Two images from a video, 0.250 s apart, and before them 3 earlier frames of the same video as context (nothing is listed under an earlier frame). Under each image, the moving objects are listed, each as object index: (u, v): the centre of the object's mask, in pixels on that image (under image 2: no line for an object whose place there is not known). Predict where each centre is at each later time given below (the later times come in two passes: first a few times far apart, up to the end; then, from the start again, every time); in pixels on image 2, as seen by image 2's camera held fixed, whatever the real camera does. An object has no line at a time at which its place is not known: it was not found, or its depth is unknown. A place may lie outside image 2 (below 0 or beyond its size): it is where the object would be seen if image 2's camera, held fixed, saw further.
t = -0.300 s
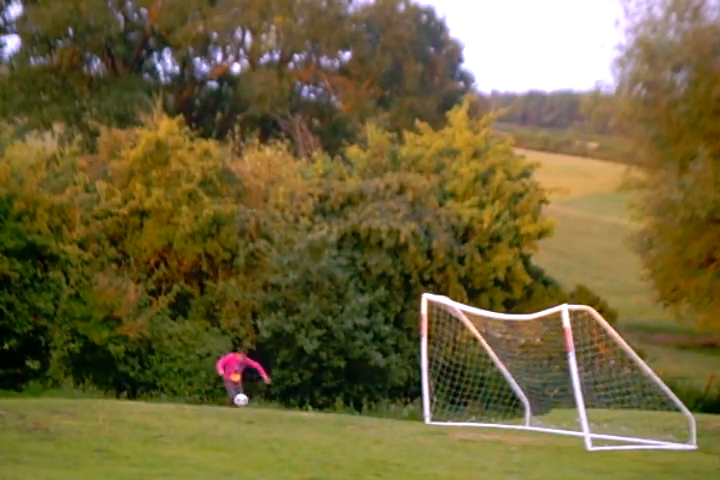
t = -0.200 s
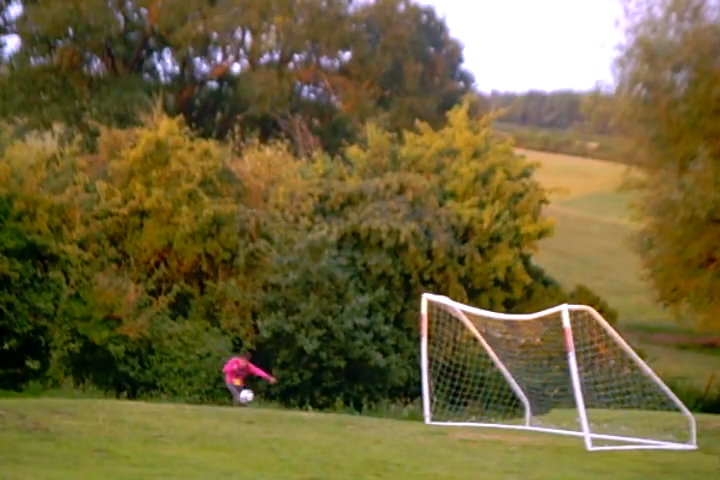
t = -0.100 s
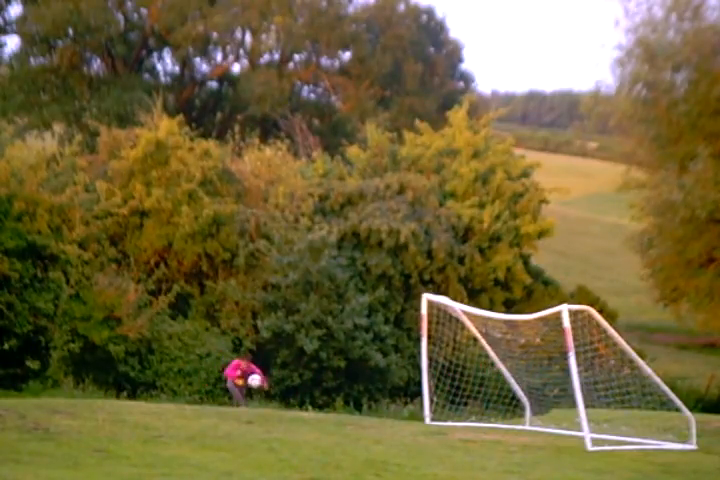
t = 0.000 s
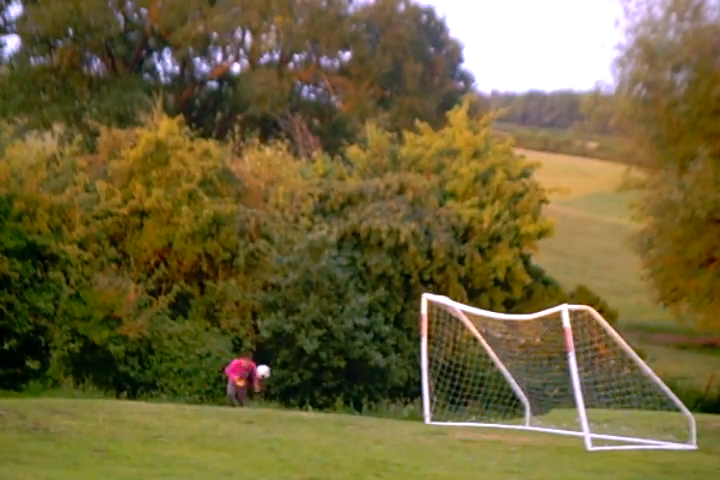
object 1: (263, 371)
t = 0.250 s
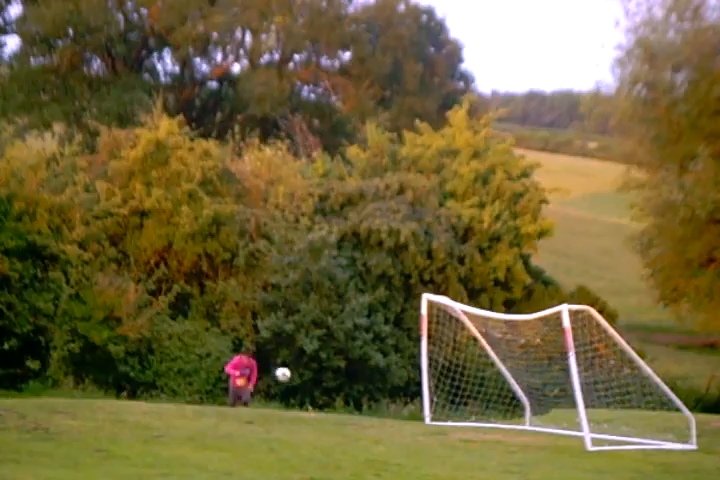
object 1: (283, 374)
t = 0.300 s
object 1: (285, 377)
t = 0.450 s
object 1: (296, 404)
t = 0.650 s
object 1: (308, 409)
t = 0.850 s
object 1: (316, 414)
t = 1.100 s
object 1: (328, 422)
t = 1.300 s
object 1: (339, 430)
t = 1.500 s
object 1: (349, 434)
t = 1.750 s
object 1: (362, 439)
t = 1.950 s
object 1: (371, 440)
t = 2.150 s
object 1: (377, 442)
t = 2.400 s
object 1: (385, 444)
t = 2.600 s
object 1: (388, 444)
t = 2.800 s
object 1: (390, 446)
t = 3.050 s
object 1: (391, 446)
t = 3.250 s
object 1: (391, 446)
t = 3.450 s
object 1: (391, 446)
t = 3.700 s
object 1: (391, 446)
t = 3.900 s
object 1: (391, 446)
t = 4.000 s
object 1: (391, 446)
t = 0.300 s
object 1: (285, 377)
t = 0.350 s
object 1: (289, 386)
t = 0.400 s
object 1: (292, 392)
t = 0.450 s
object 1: (296, 404)
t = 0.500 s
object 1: (298, 412)
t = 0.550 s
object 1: (302, 415)
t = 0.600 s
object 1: (304, 412)
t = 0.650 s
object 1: (308, 409)
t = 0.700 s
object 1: (310, 408)
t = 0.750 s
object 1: (312, 408)
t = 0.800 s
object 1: (314, 410)
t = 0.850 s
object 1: (316, 414)
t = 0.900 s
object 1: (318, 418)
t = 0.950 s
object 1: (321, 424)
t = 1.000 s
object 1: (323, 423)
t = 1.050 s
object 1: (327, 422)
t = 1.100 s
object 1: (328, 422)
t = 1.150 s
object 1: (332, 425)
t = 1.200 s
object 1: (334, 427)
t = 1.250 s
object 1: (337, 430)
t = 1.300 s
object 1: (339, 430)
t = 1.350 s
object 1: (343, 429)
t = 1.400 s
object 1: (344, 430)
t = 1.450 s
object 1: (347, 433)
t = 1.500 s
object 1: (349, 434)
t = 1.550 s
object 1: (353, 434)
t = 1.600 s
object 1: (354, 434)
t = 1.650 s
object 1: (358, 435)
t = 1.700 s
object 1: (359, 436)
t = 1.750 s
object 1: (362, 439)
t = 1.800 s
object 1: (364, 438)
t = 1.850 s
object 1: (367, 438)
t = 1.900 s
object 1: (368, 438)
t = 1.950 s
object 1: (371, 440)
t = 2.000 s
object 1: (372, 440)
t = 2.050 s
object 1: (375, 439)
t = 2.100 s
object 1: (375, 440)
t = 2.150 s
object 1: (377, 442)
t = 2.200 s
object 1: (379, 443)
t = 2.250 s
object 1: (382, 442)
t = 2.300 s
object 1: (383, 443)
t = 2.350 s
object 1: (384, 443)
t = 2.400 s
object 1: (385, 444)
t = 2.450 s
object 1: (386, 445)
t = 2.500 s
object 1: (387, 445)
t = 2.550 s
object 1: (388, 444)
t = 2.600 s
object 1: (388, 444)
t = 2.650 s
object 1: (389, 445)
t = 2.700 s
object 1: (389, 446)
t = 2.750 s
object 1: (390, 446)
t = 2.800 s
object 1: (390, 446)
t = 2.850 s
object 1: (390, 446)
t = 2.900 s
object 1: (390, 446)
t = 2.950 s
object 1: (391, 446)
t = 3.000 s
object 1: (391, 446)
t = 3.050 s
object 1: (391, 446)
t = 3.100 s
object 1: (391, 446)
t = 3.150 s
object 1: (391, 446)
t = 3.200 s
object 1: (391, 446)
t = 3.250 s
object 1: (391, 446)
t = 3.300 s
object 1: (391, 446)
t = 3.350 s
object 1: (391, 446)
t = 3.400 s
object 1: (391, 446)
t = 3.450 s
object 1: (391, 446)
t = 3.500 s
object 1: (391, 446)
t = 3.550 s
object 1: (391, 446)
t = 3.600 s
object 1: (391, 446)
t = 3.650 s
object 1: (391, 446)
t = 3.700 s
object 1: (391, 446)
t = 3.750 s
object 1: (391, 446)
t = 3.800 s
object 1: (391, 446)
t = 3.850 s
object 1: (391, 446)
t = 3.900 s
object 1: (391, 446)
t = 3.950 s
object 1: (391, 446)
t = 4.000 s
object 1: (391, 446)
